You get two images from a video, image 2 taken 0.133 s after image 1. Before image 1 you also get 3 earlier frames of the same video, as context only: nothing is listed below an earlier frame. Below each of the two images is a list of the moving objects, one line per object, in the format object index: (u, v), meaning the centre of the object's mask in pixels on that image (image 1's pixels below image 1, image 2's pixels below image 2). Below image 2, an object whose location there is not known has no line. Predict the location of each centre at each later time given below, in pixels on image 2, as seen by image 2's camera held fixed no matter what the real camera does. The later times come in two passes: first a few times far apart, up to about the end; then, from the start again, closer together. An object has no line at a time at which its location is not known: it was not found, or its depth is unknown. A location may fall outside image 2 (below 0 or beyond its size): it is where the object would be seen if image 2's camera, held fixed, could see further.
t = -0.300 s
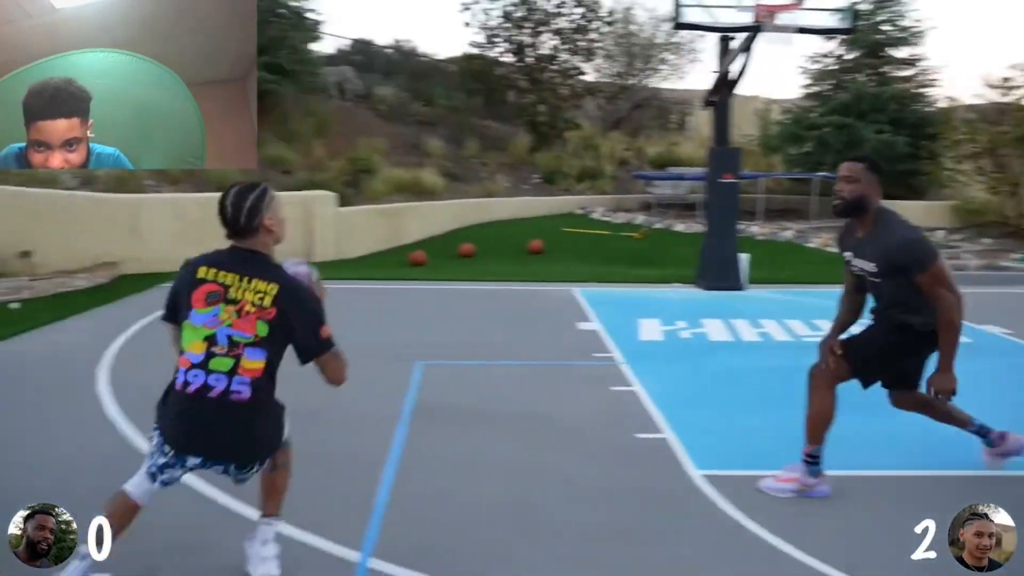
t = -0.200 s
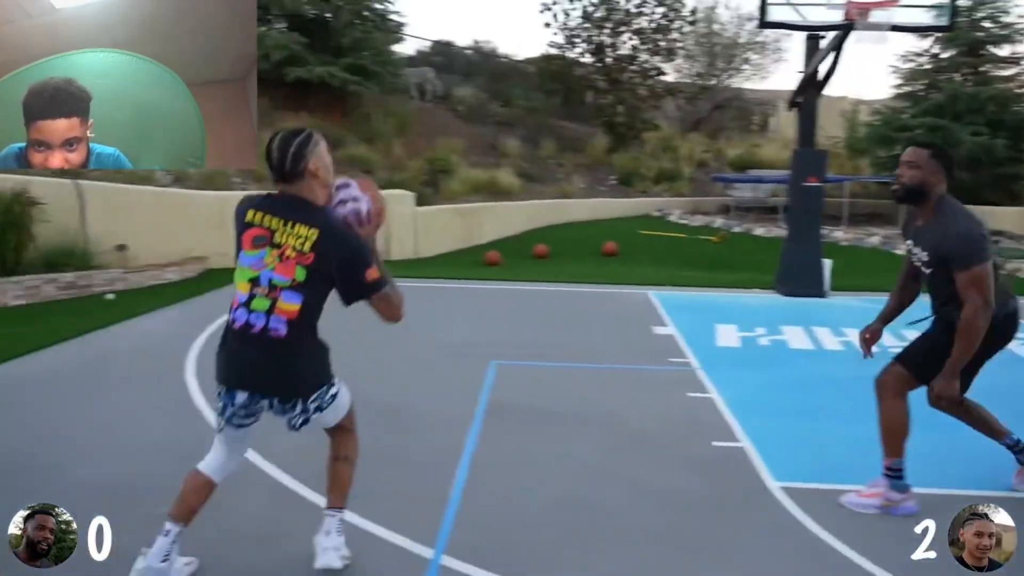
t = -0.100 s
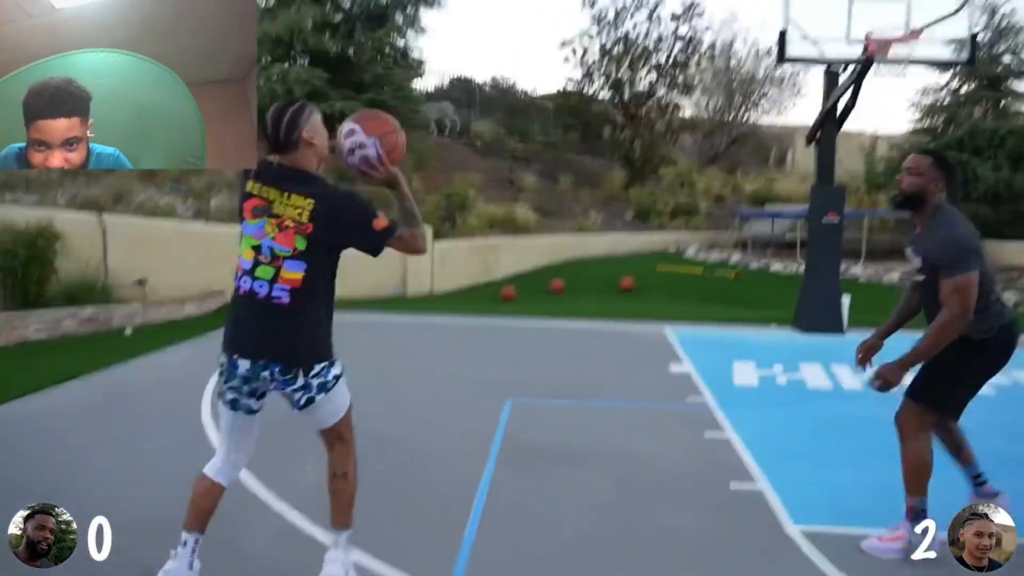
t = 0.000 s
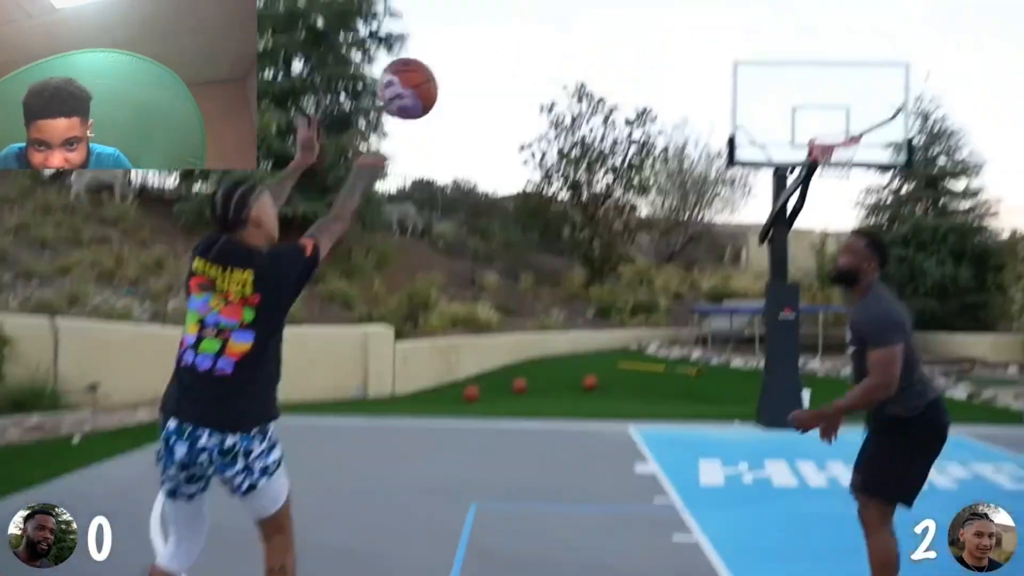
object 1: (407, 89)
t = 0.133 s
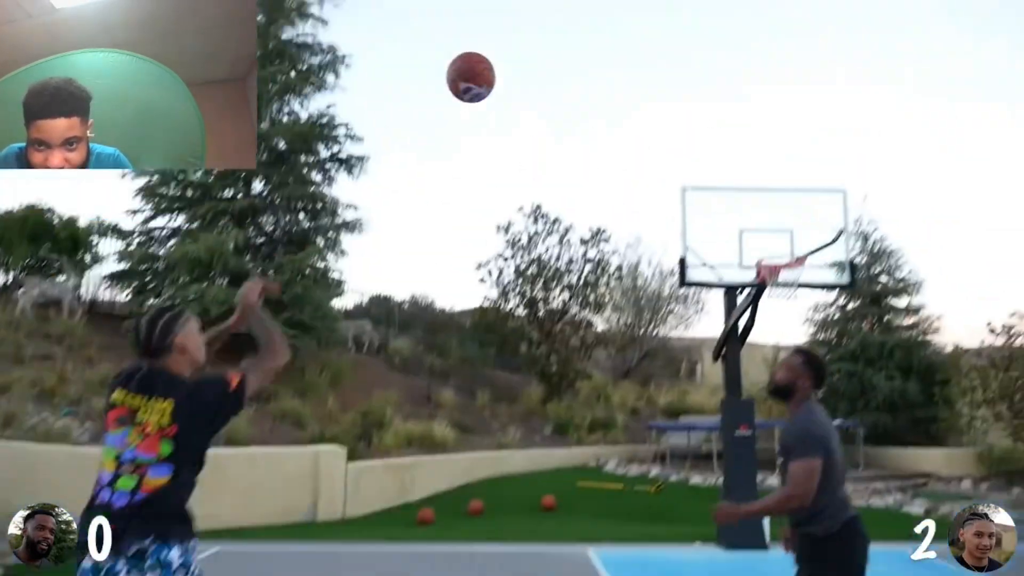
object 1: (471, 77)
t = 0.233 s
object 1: (529, 23)
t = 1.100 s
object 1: (780, 178)
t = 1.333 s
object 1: (802, 227)
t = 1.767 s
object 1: (825, 197)
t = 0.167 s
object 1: (491, 56)
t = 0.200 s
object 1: (511, 38)
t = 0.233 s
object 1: (529, 23)
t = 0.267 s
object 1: (545, 11)
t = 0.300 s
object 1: (561, 1)
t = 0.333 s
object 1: (575, -7)
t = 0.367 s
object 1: (589, -13)
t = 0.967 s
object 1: (755, 114)
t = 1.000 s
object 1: (762, 129)
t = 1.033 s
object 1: (768, 144)
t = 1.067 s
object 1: (774, 161)
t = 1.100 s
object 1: (780, 178)
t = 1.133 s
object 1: (787, 195)
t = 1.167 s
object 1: (792, 213)
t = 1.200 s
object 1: (798, 232)
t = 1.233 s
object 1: (803, 249)
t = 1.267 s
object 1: (803, 241)
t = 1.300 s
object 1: (802, 233)
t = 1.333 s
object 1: (802, 227)
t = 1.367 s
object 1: (801, 221)
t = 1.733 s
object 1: (821, 194)
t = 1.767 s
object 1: (825, 197)
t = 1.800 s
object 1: (829, 201)
